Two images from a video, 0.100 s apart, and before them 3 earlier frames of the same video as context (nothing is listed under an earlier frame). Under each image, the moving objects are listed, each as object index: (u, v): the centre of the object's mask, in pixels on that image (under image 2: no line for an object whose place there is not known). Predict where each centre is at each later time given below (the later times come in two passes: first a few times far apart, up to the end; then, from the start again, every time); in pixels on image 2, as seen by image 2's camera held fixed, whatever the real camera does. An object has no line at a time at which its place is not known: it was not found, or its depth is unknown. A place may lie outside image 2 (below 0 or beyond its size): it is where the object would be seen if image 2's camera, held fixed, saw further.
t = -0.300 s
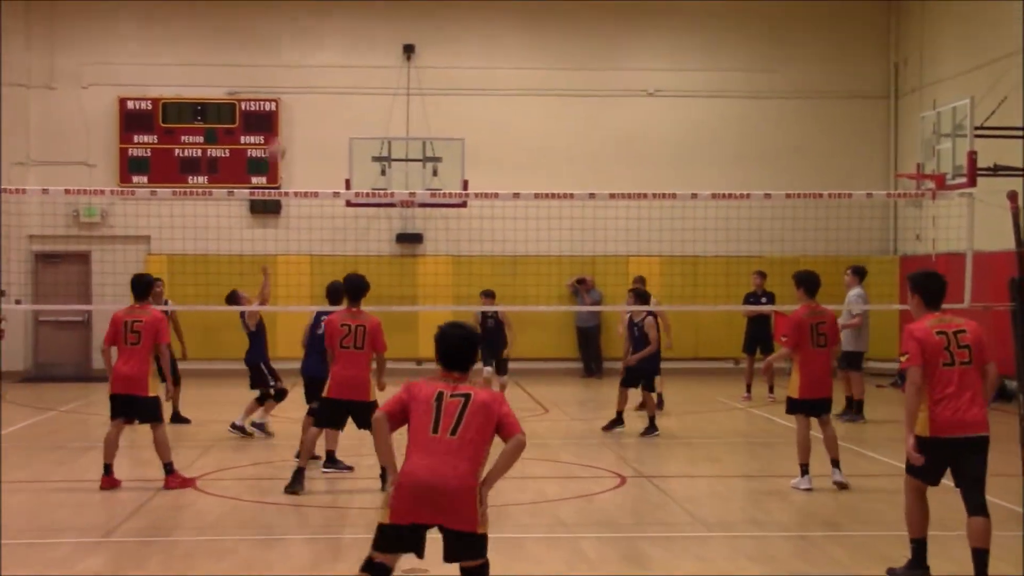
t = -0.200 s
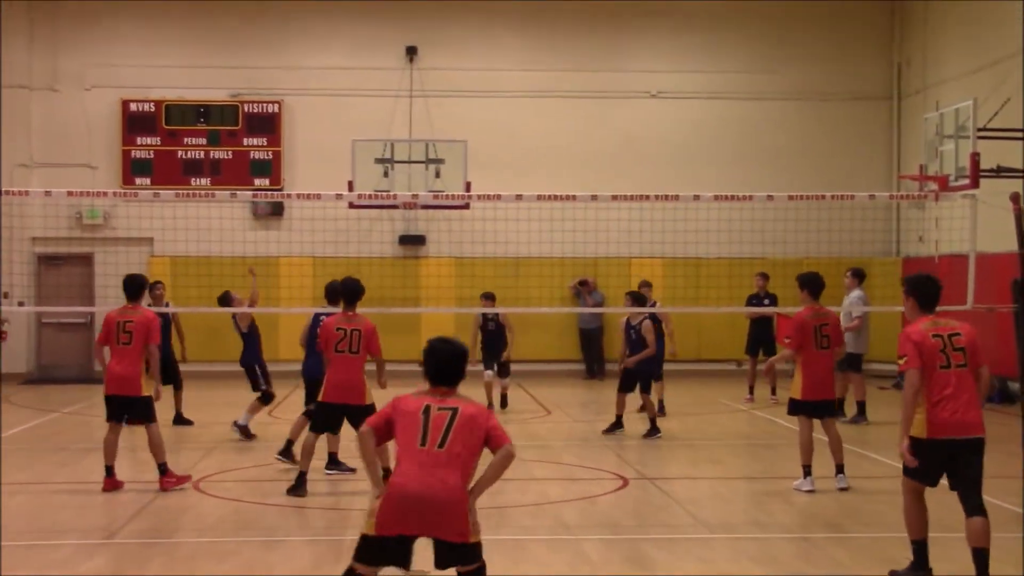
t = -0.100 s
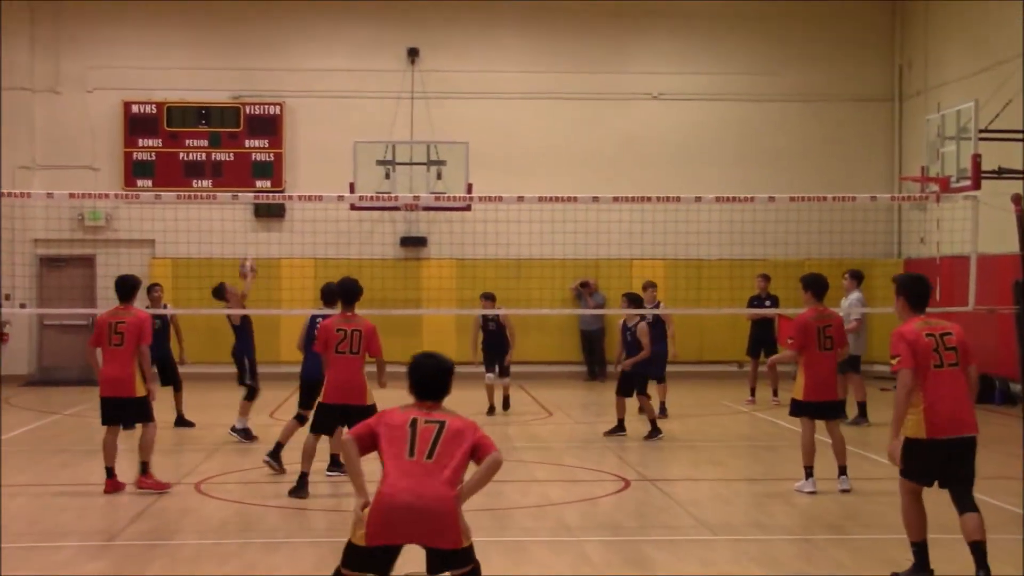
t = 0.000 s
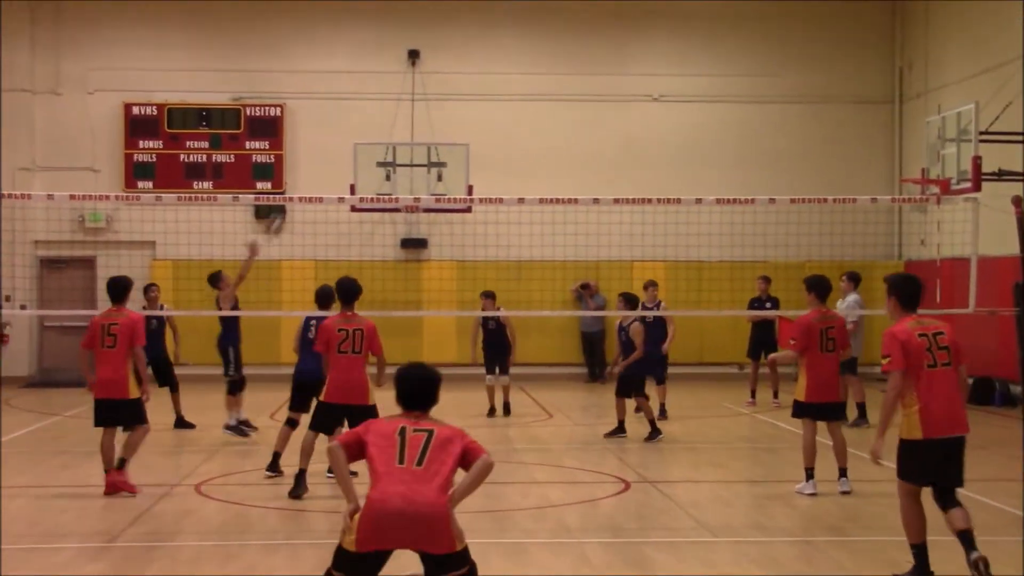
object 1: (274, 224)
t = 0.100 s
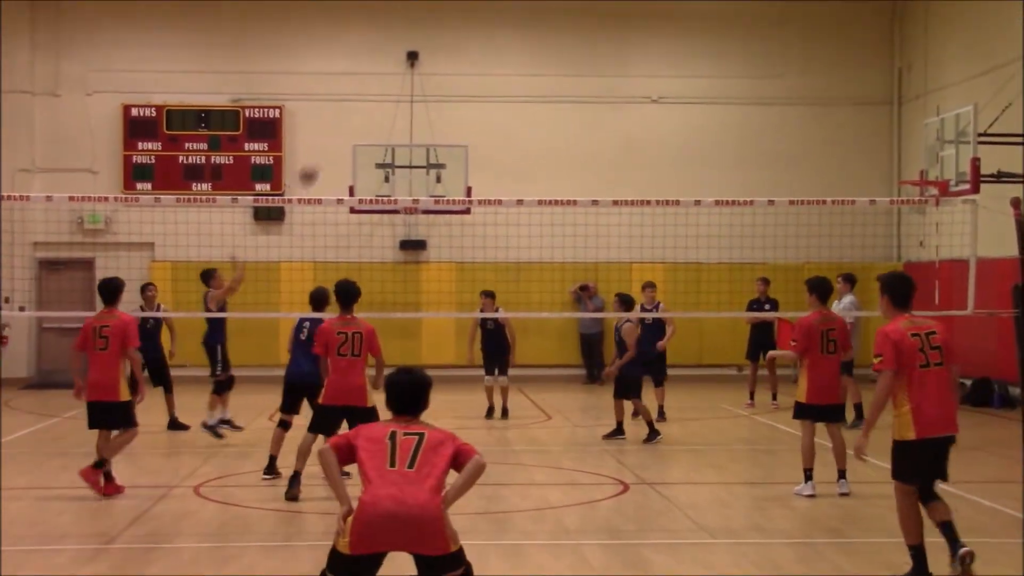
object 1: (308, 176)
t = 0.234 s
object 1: (354, 120)
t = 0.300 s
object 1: (377, 99)
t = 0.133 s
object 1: (320, 160)
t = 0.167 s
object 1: (331, 146)
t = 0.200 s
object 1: (343, 132)
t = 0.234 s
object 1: (354, 120)
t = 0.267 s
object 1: (366, 109)
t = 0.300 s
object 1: (377, 99)
